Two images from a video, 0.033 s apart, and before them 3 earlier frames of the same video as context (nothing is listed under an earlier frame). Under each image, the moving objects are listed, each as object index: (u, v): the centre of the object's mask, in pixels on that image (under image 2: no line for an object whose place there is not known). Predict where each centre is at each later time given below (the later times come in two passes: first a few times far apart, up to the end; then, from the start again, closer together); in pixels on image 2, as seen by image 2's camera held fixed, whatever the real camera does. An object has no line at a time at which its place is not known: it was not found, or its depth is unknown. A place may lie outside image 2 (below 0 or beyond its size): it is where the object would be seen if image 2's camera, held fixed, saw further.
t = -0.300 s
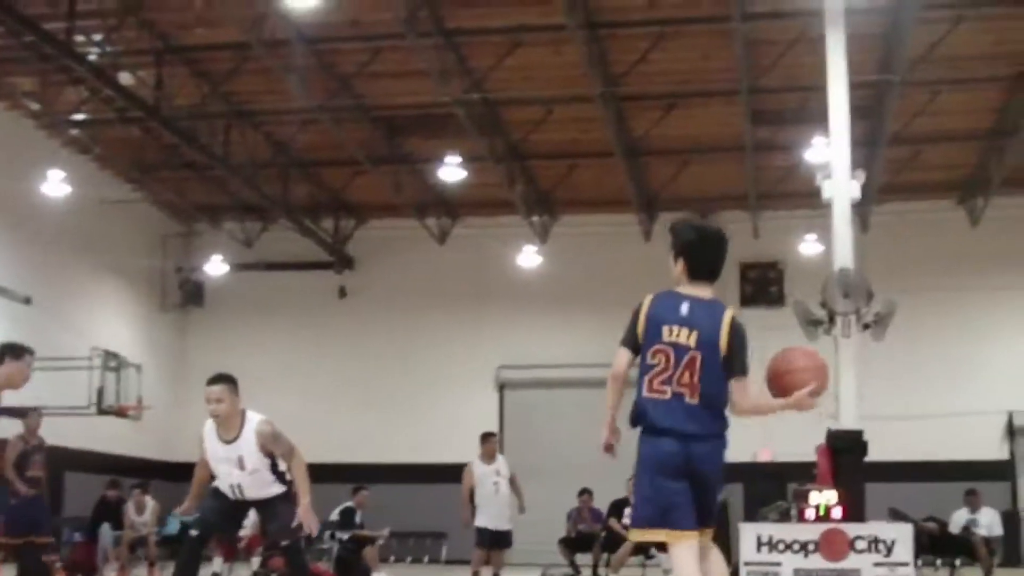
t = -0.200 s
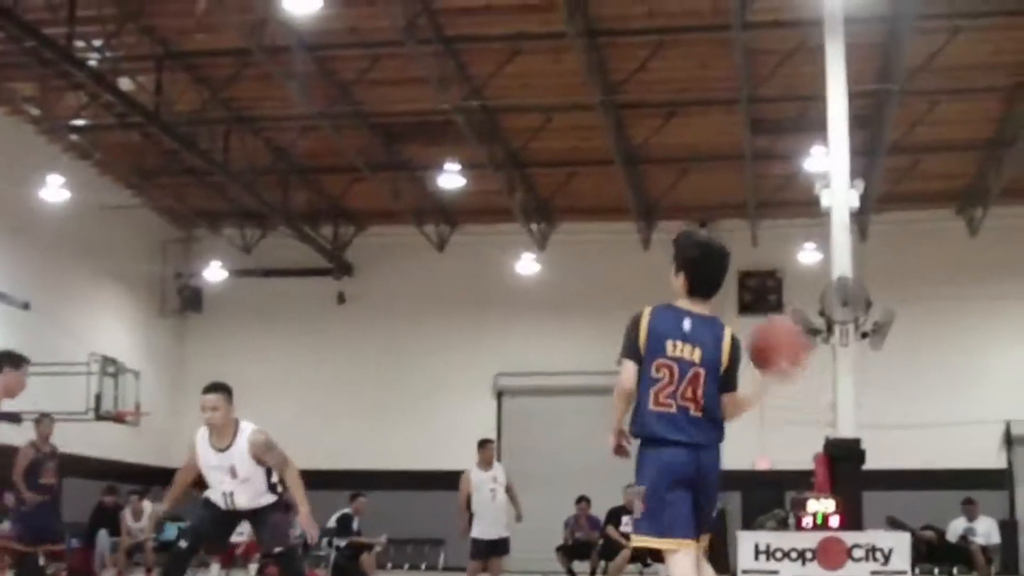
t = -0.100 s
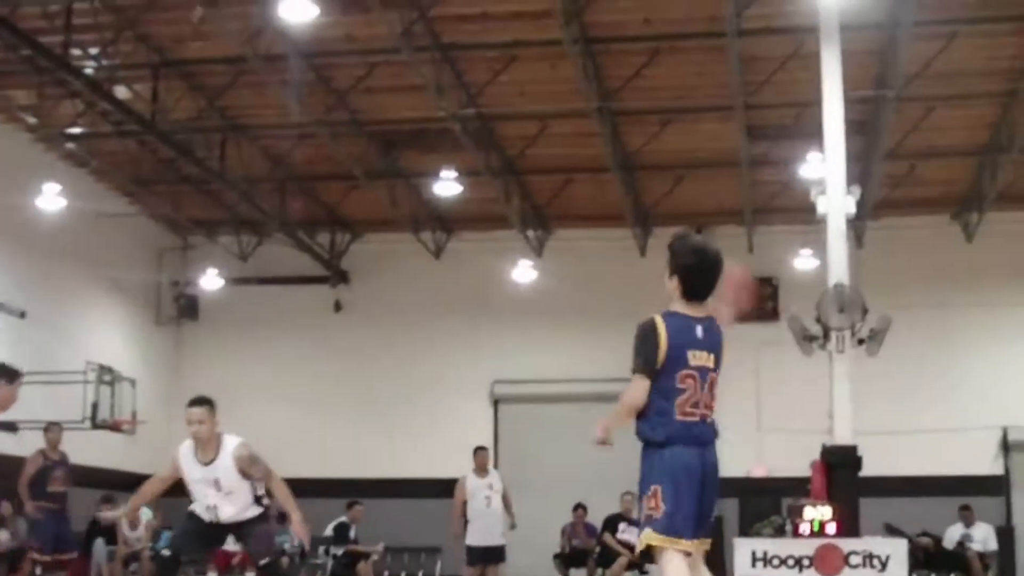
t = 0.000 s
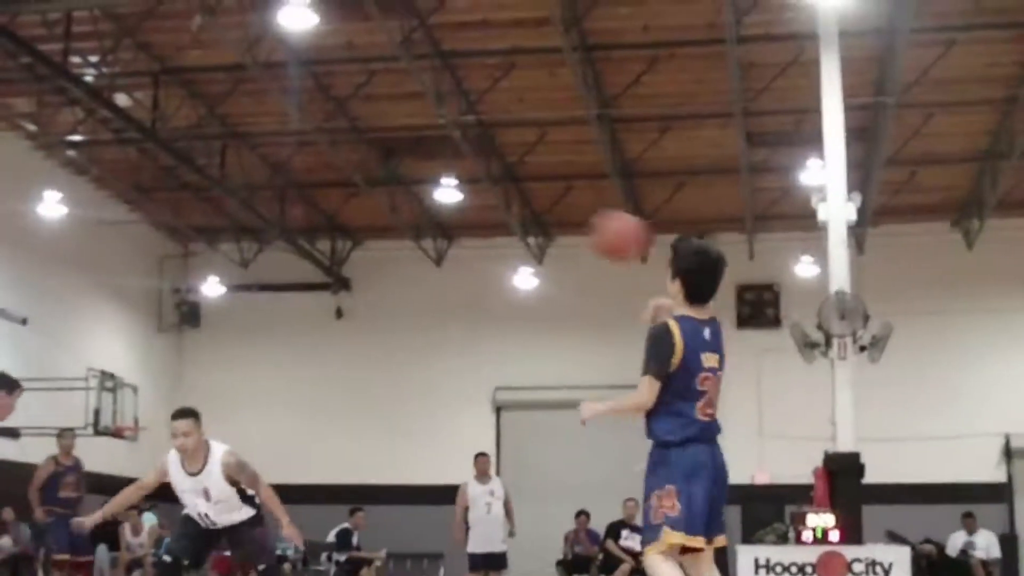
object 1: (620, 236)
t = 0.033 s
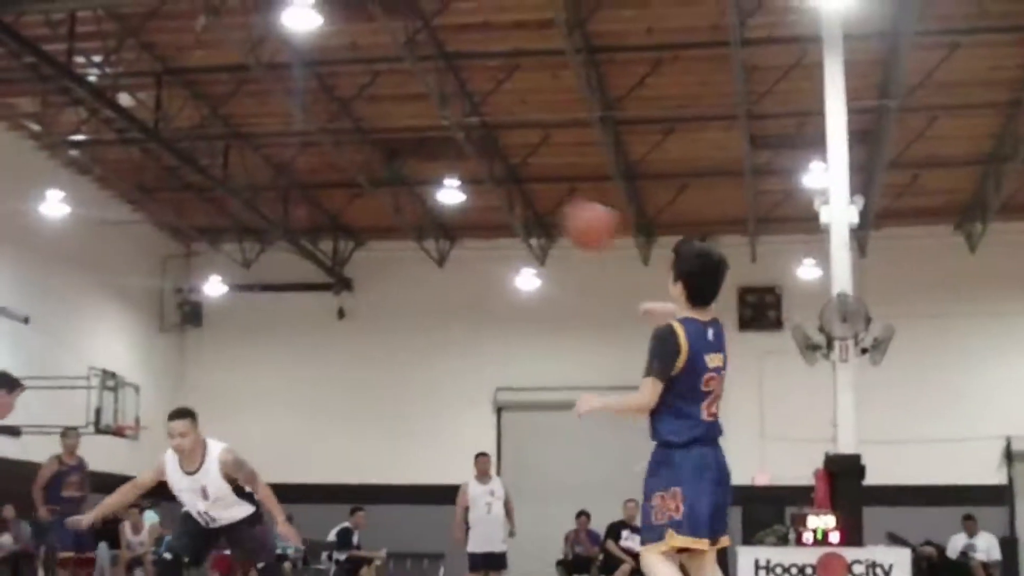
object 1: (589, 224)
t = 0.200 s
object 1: (476, 208)
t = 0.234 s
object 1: (447, 207)
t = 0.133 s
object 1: (512, 207)
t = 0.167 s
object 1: (491, 206)
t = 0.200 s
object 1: (476, 208)
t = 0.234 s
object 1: (447, 207)
